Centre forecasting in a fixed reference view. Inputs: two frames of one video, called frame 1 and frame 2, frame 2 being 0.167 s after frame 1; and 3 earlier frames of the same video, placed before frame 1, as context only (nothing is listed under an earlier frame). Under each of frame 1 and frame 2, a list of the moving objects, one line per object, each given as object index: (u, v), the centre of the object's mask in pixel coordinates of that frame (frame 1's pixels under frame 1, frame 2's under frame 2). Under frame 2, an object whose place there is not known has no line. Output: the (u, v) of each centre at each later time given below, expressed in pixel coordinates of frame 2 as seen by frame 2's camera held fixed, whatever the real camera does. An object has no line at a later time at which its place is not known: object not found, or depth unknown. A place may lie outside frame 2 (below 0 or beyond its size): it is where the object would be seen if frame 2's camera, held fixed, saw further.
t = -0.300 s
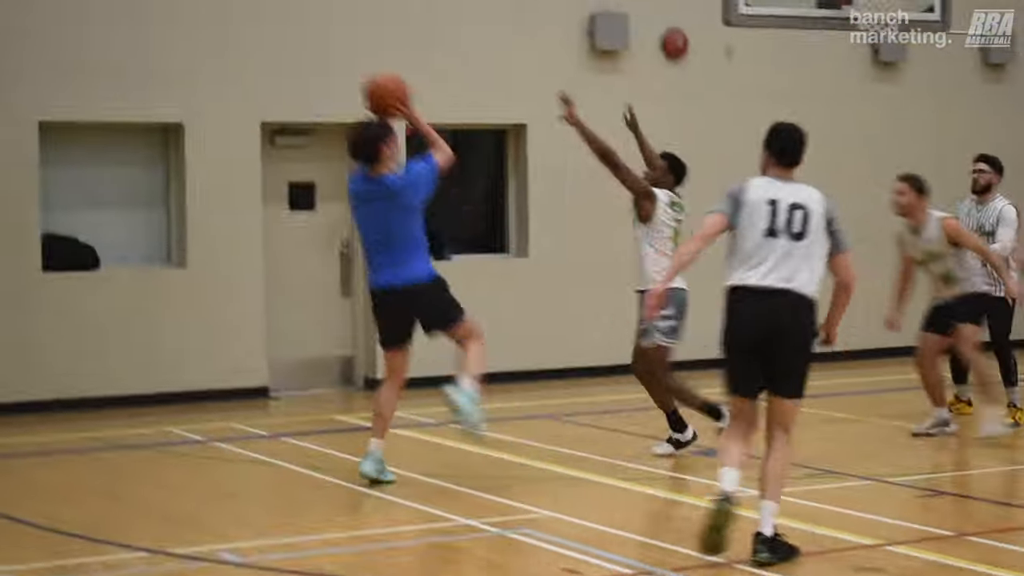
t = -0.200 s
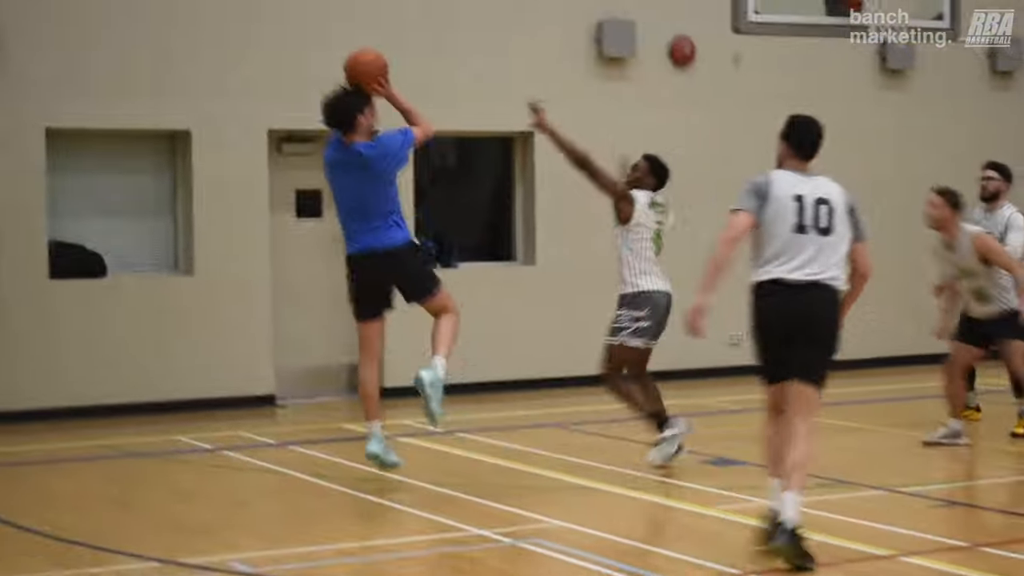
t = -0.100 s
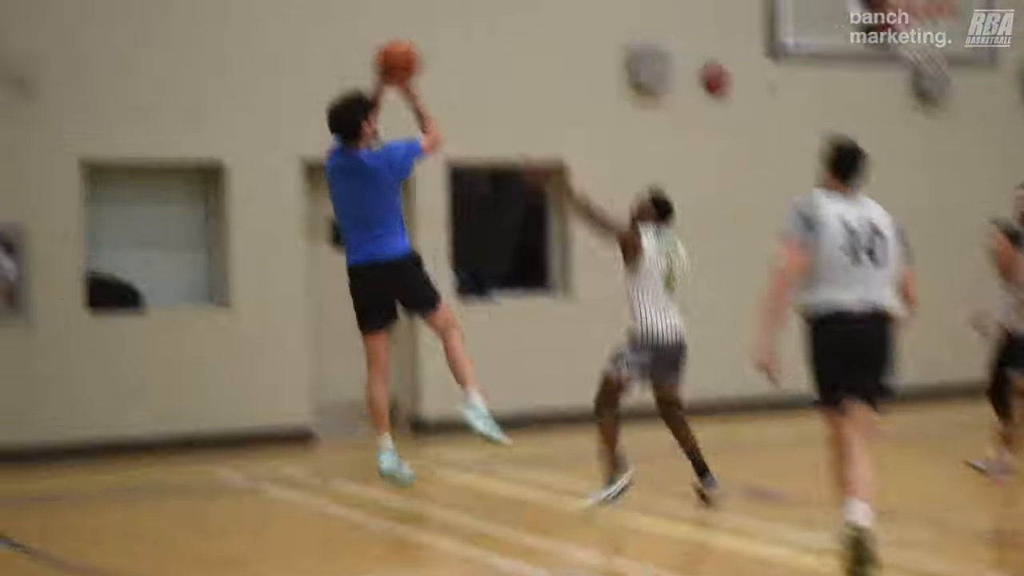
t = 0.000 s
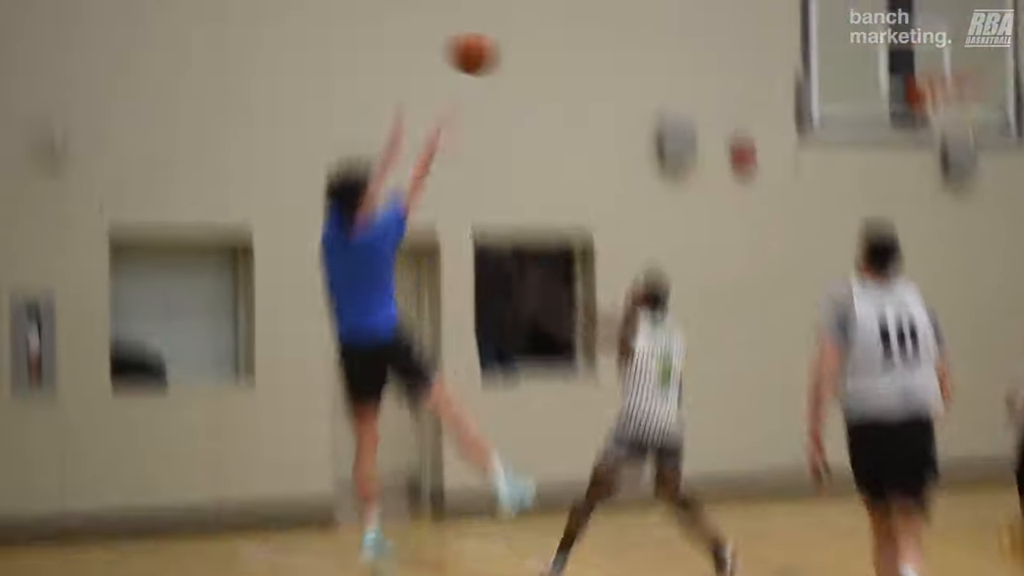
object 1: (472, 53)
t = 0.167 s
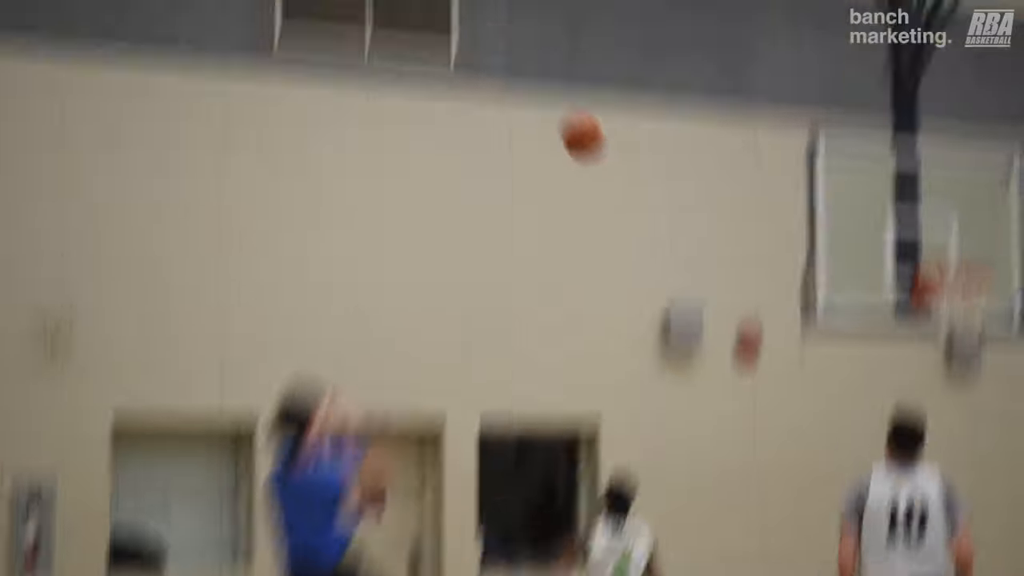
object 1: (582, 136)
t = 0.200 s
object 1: (601, 123)
